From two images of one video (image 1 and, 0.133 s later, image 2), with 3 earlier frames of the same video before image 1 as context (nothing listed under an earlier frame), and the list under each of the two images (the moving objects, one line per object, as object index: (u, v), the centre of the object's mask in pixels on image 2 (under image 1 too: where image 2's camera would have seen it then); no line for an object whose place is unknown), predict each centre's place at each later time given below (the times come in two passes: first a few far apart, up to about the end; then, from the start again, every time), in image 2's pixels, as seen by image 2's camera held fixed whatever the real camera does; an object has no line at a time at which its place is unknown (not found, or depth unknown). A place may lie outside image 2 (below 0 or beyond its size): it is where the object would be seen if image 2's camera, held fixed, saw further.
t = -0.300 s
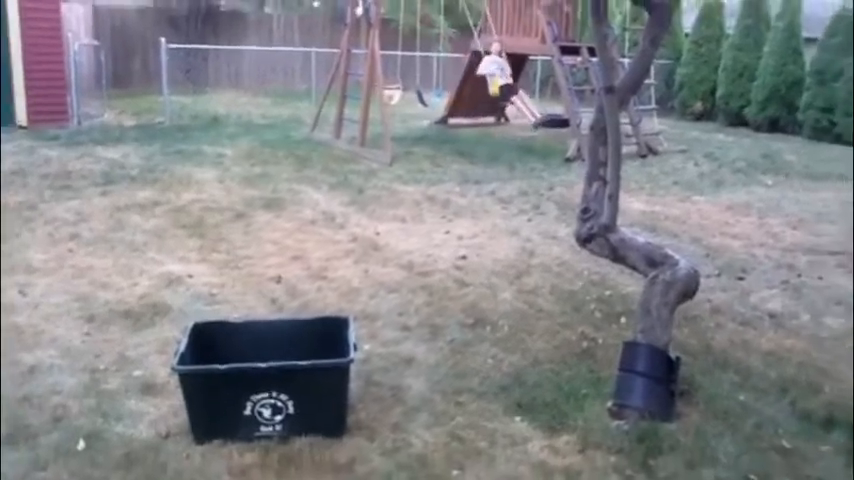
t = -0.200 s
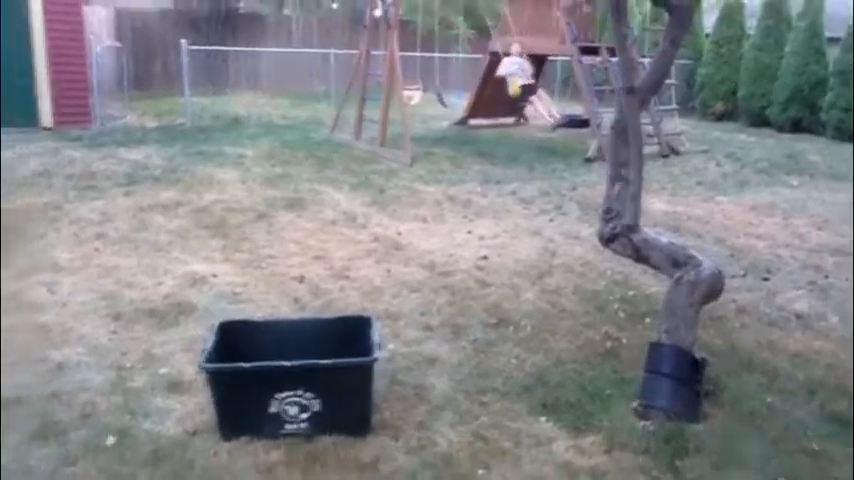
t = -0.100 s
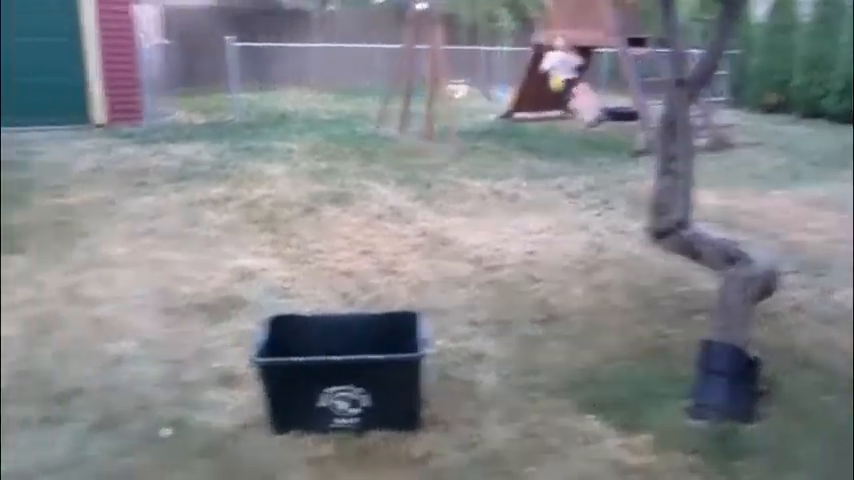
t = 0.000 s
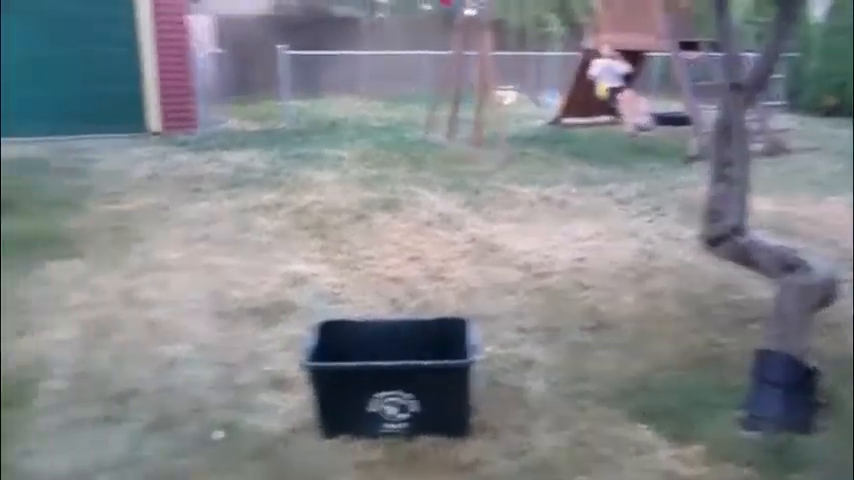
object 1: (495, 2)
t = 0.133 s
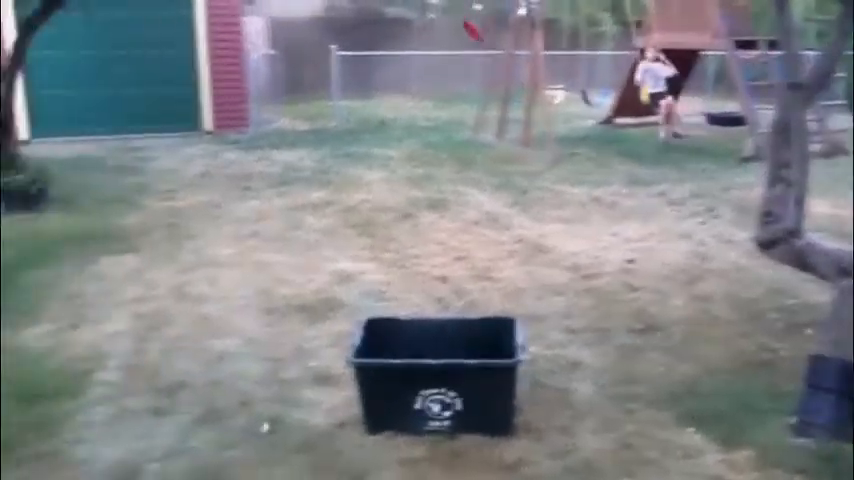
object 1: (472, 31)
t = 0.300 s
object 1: (465, 134)
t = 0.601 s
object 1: (472, 325)
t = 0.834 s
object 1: (433, 350)
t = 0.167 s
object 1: (470, 45)
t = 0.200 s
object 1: (468, 64)
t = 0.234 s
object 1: (466, 83)
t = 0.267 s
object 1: (465, 108)
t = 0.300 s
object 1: (465, 134)
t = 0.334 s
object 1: (468, 165)
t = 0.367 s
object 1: (472, 204)
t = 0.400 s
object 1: (474, 241)
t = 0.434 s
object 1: (483, 297)
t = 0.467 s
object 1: (492, 345)
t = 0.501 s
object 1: (491, 346)
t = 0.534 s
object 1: (485, 337)
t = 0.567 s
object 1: (479, 330)
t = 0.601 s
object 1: (472, 325)
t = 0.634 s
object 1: (468, 323)
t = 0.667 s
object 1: (461, 325)
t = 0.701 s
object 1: (454, 328)
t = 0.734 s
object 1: (448, 334)
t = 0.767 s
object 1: (442, 341)
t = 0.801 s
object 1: (438, 344)
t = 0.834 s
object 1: (433, 350)
